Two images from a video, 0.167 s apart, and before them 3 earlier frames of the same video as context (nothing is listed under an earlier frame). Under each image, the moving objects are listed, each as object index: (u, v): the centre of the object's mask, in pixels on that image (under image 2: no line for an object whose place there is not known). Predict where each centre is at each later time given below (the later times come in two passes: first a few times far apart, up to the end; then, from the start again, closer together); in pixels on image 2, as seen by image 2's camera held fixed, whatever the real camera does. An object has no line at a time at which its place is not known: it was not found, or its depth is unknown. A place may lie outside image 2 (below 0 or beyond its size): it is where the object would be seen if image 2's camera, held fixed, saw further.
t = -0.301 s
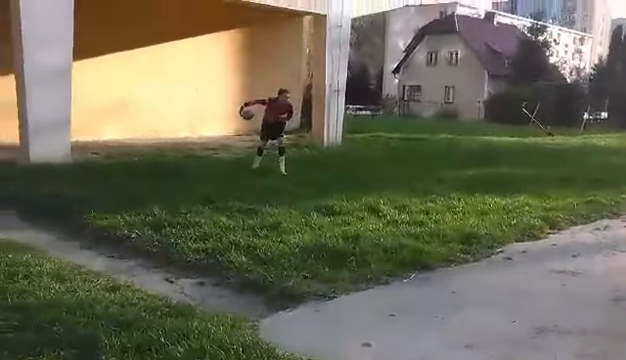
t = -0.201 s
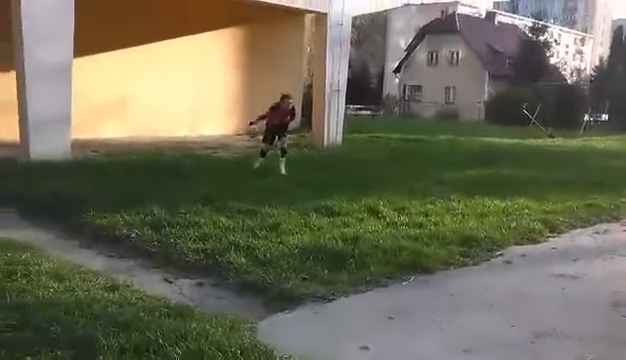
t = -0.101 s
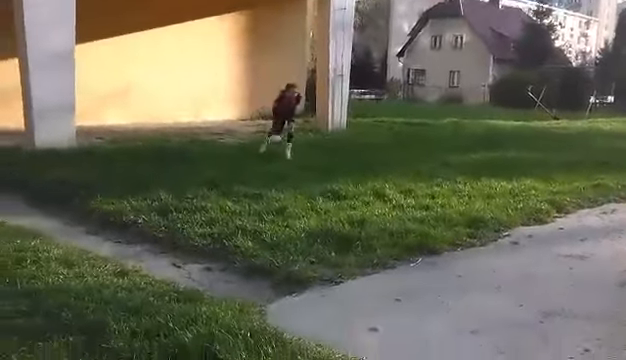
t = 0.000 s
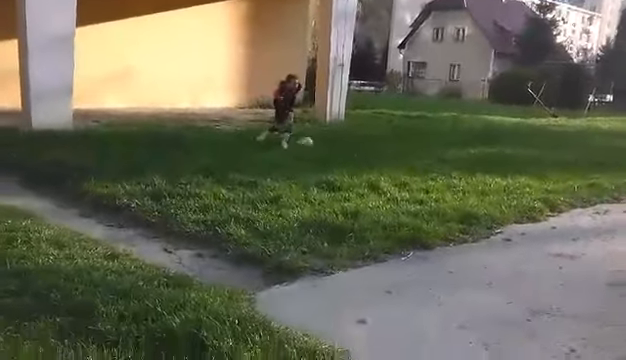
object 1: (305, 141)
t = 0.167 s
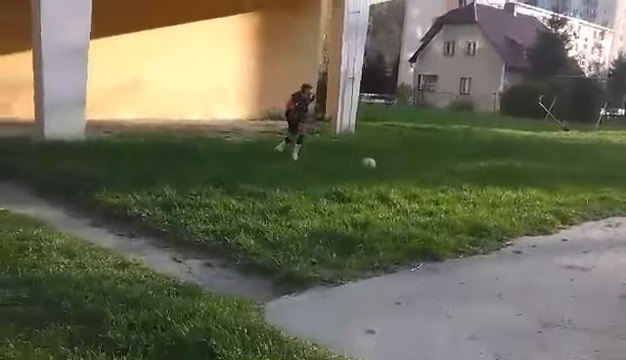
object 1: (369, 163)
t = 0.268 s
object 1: (396, 168)
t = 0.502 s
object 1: (463, 173)
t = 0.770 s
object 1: (546, 187)
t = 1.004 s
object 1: (619, 196)
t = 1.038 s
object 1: (623, 198)
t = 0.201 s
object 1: (377, 164)
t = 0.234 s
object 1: (387, 165)
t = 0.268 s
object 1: (396, 168)
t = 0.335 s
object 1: (414, 174)
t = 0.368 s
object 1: (425, 172)
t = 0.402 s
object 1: (434, 171)
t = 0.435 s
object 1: (444, 172)
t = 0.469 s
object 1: (453, 172)
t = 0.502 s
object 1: (463, 173)
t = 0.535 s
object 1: (473, 175)
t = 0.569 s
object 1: (484, 178)
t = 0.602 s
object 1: (493, 183)
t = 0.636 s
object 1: (503, 184)
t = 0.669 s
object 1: (515, 185)
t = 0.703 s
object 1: (525, 186)
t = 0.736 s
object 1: (536, 186)
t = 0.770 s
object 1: (546, 187)
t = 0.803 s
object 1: (557, 189)
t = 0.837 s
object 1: (569, 192)
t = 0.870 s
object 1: (578, 193)
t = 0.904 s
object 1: (588, 193)
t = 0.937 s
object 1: (599, 193)
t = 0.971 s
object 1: (609, 193)
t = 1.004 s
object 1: (619, 196)
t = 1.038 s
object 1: (623, 198)
